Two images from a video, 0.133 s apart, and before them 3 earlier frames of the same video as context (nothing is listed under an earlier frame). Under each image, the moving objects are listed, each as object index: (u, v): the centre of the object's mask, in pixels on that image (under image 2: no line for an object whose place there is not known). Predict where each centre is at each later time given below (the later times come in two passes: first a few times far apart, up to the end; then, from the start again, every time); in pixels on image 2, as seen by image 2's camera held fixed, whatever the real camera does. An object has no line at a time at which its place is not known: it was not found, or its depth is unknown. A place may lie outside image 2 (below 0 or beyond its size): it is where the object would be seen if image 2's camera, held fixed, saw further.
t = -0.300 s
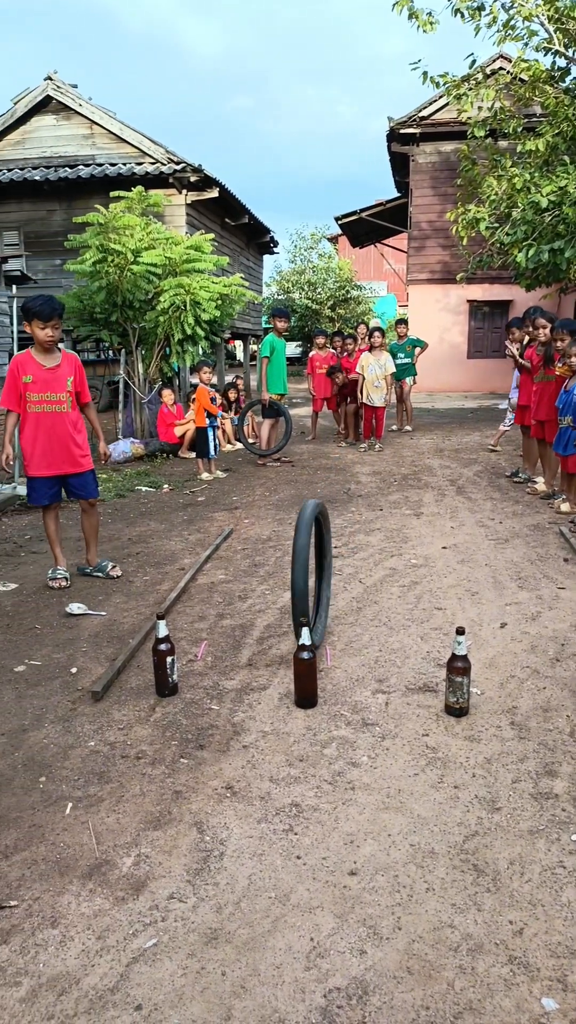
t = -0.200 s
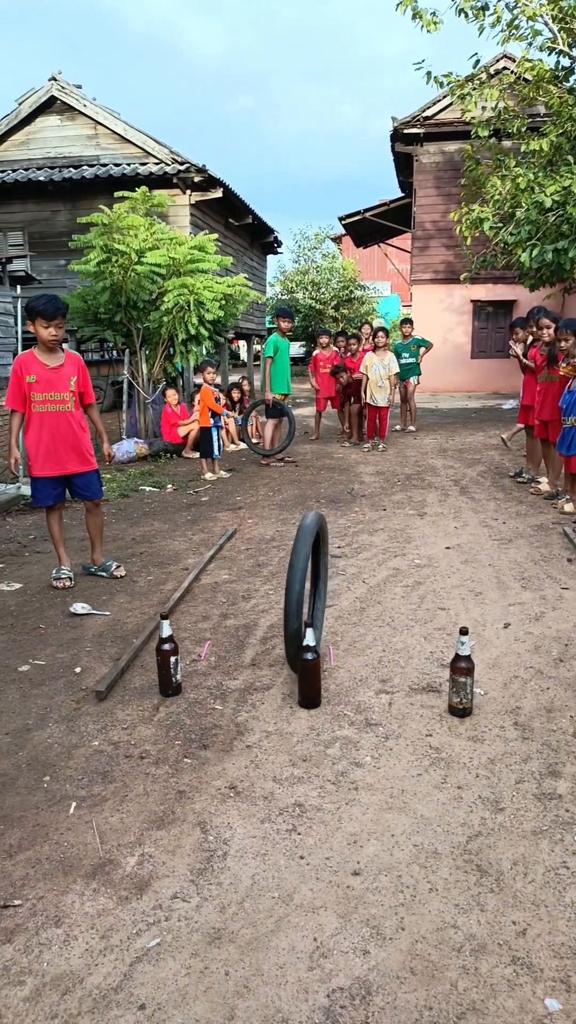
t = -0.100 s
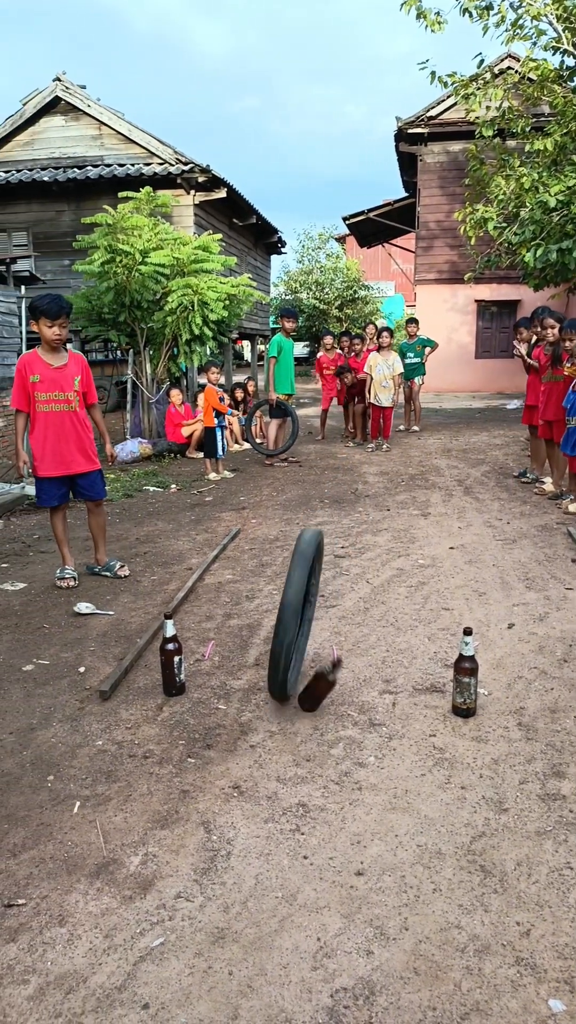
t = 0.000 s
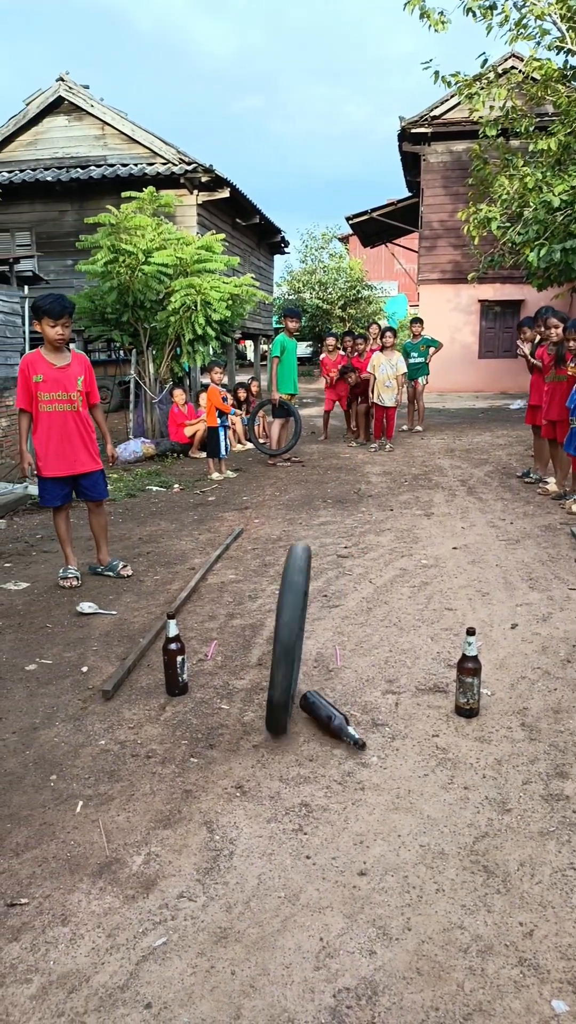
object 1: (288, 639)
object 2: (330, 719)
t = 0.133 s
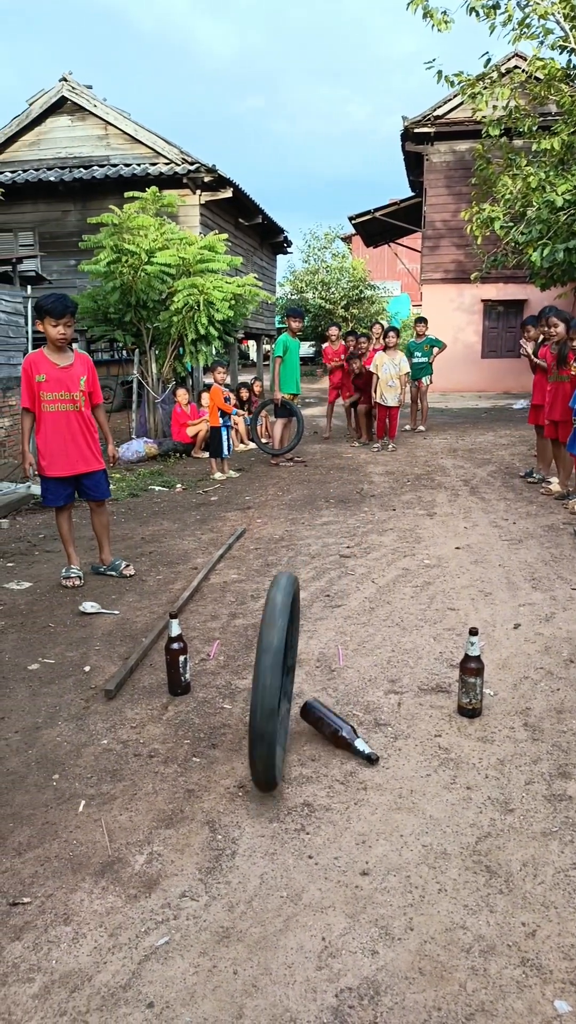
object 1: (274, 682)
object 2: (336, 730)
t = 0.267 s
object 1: (256, 742)
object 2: (330, 738)
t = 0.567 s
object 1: (224, 890)
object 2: (313, 747)
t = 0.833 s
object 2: (300, 758)
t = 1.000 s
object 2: (291, 764)
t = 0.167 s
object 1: (270, 695)
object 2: (335, 733)
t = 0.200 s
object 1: (265, 709)
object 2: (333, 733)
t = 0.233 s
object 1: (261, 725)
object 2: (331, 735)
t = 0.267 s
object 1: (256, 742)
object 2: (330, 738)
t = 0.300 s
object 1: (252, 759)
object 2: (329, 738)
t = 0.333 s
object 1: (248, 778)
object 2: (327, 739)
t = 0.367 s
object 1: (244, 797)
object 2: (325, 741)
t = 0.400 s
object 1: (239, 817)
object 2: (322, 742)
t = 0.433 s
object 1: (235, 840)
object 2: (320, 743)
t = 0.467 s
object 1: (231, 858)
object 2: (318, 744)
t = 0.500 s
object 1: (228, 868)
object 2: (316, 745)
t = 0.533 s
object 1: (226, 878)
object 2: (314, 746)
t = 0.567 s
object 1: (224, 890)
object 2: (313, 747)
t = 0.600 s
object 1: (218, 901)
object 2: (312, 748)
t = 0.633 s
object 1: (213, 910)
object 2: (310, 749)
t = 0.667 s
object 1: (211, 920)
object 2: (309, 751)
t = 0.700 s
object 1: (213, 926)
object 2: (308, 752)
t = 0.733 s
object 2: (306, 754)
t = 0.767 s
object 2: (304, 755)
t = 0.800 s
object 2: (301, 756)
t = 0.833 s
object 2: (300, 758)
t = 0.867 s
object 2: (297, 759)
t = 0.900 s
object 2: (296, 761)
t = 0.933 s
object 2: (294, 762)
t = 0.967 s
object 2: (292, 763)
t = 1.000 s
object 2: (291, 764)
